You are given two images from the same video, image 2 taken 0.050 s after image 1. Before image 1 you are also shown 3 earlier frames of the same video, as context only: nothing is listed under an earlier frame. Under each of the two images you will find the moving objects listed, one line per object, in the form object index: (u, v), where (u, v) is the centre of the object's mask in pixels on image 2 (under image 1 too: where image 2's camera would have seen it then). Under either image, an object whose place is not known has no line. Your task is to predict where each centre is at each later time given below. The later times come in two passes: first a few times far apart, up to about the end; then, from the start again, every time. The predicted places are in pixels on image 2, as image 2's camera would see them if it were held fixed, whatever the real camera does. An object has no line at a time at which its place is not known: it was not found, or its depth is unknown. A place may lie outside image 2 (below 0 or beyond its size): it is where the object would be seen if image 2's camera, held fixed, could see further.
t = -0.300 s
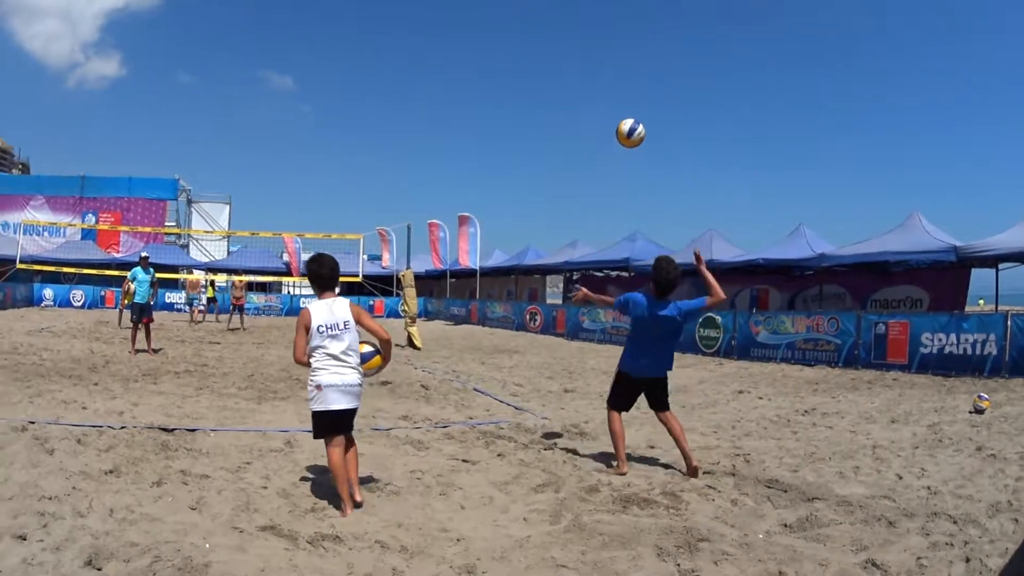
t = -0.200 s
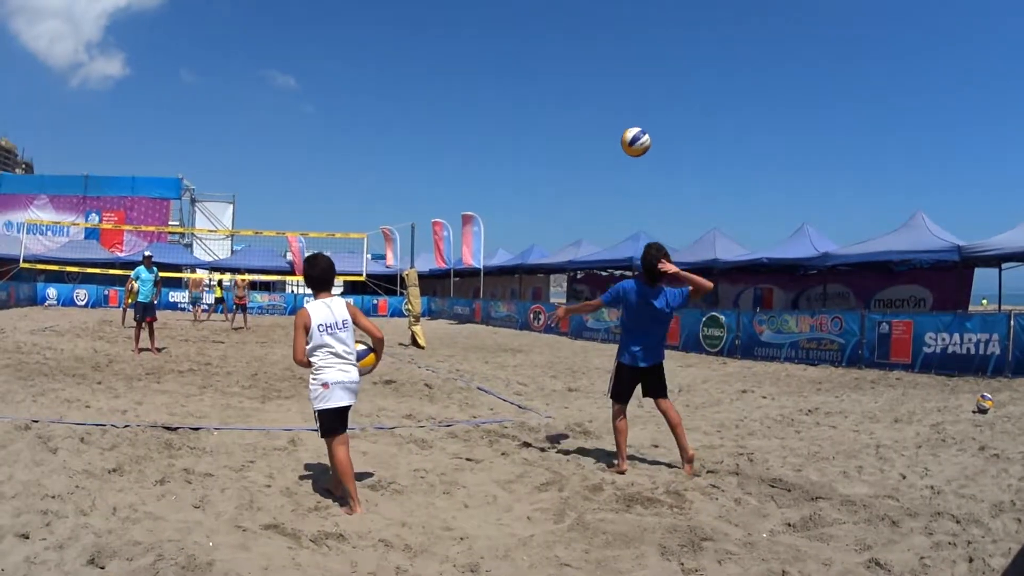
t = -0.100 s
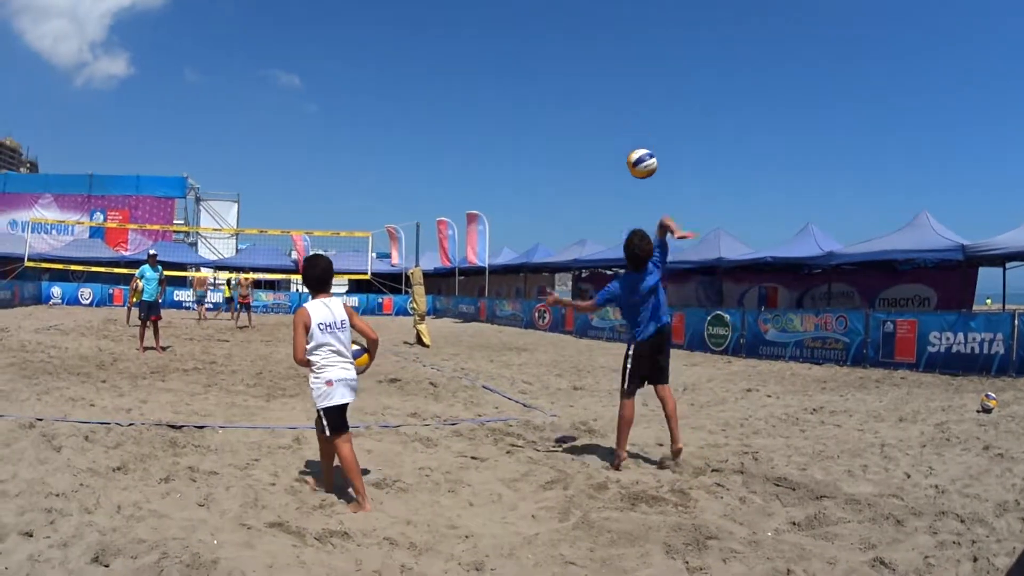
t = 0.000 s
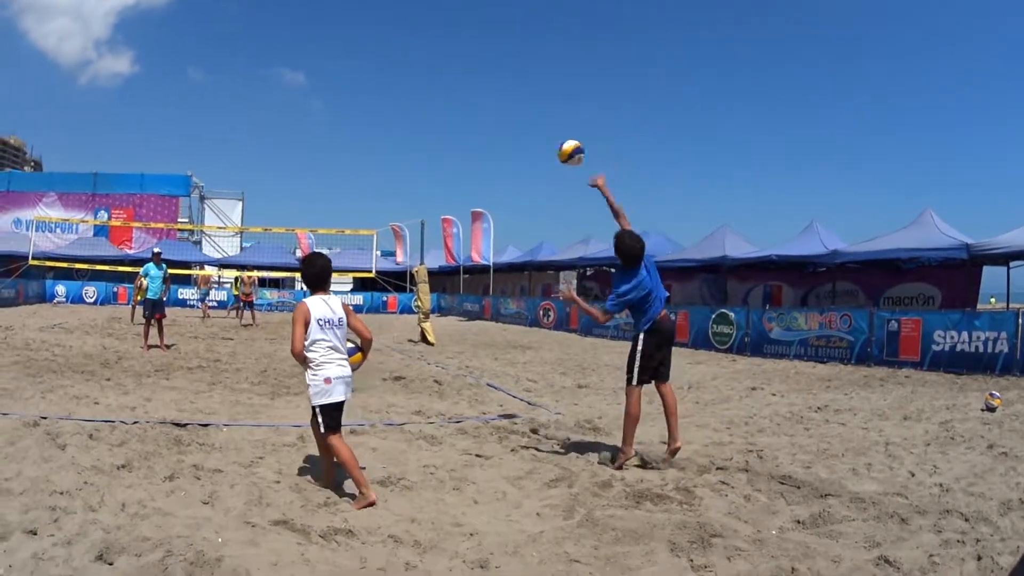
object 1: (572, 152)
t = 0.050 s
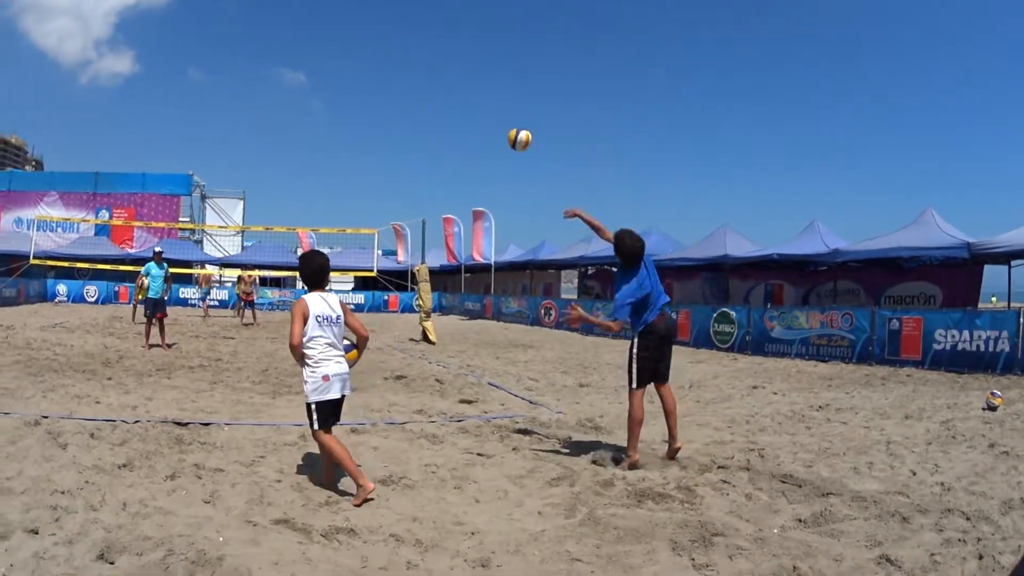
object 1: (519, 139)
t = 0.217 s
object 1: (411, 128)
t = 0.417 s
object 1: (340, 147)
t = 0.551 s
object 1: (308, 168)
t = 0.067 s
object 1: (504, 136)
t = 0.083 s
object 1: (491, 133)
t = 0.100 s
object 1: (478, 131)
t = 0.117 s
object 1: (466, 129)
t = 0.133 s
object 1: (456, 128)
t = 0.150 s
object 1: (445, 127)
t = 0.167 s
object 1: (436, 127)
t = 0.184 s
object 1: (427, 128)
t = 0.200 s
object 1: (419, 127)
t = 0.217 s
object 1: (411, 128)
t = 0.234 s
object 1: (403, 129)
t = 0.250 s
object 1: (396, 130)
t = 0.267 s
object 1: (389, 130)
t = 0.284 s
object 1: (382, 130)
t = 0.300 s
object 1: (376, 133)
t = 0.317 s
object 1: (371, 136)
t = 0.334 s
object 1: (364, 138)
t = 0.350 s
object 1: (359, 139)
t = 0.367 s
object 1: (354, 141)
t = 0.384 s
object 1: (349, 143)
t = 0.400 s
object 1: (344, 145)
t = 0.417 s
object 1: (340, 147)
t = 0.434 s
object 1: (335, 149)
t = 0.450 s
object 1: (331, 151)
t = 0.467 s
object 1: (327, 155)
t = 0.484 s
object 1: (323, 158)
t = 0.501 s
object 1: (319, 161)
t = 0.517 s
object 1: (315, 163)
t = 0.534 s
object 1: (311, 165)
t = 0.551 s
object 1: (308, 168)
